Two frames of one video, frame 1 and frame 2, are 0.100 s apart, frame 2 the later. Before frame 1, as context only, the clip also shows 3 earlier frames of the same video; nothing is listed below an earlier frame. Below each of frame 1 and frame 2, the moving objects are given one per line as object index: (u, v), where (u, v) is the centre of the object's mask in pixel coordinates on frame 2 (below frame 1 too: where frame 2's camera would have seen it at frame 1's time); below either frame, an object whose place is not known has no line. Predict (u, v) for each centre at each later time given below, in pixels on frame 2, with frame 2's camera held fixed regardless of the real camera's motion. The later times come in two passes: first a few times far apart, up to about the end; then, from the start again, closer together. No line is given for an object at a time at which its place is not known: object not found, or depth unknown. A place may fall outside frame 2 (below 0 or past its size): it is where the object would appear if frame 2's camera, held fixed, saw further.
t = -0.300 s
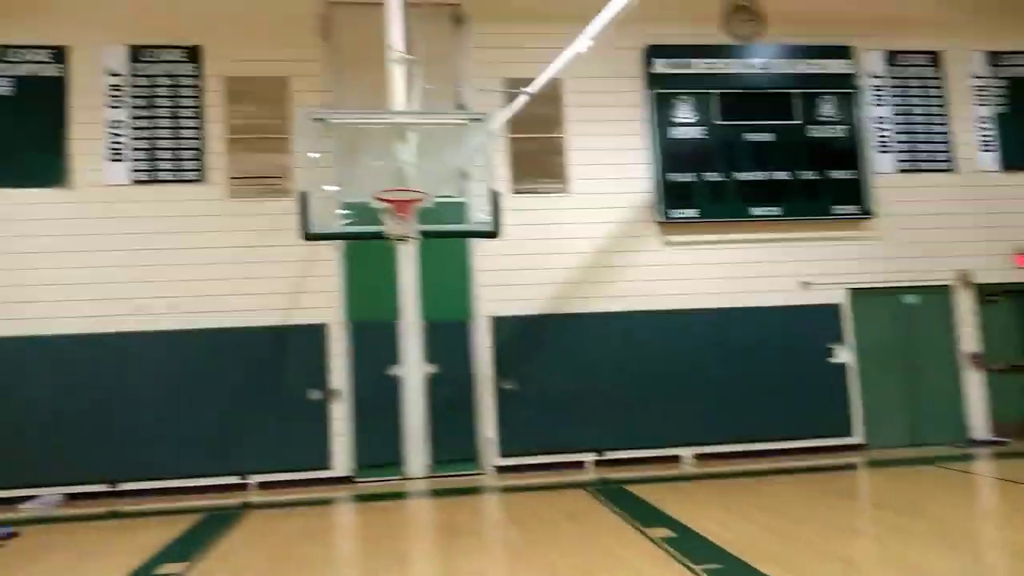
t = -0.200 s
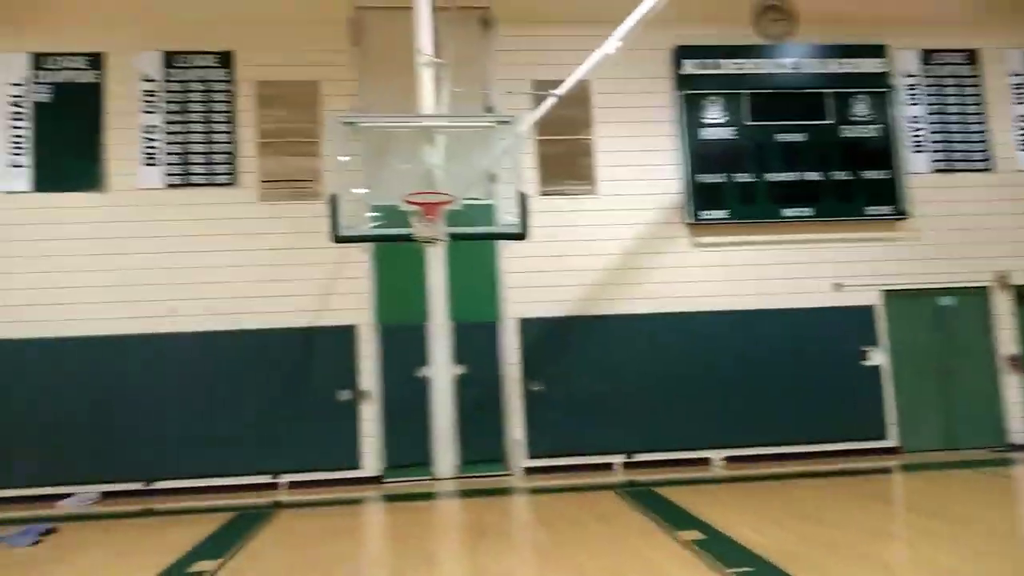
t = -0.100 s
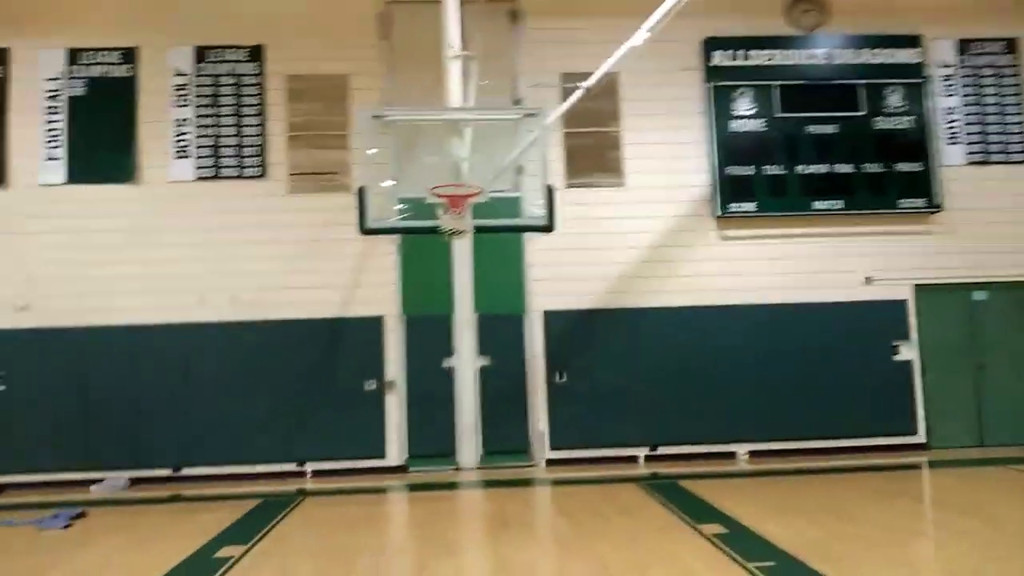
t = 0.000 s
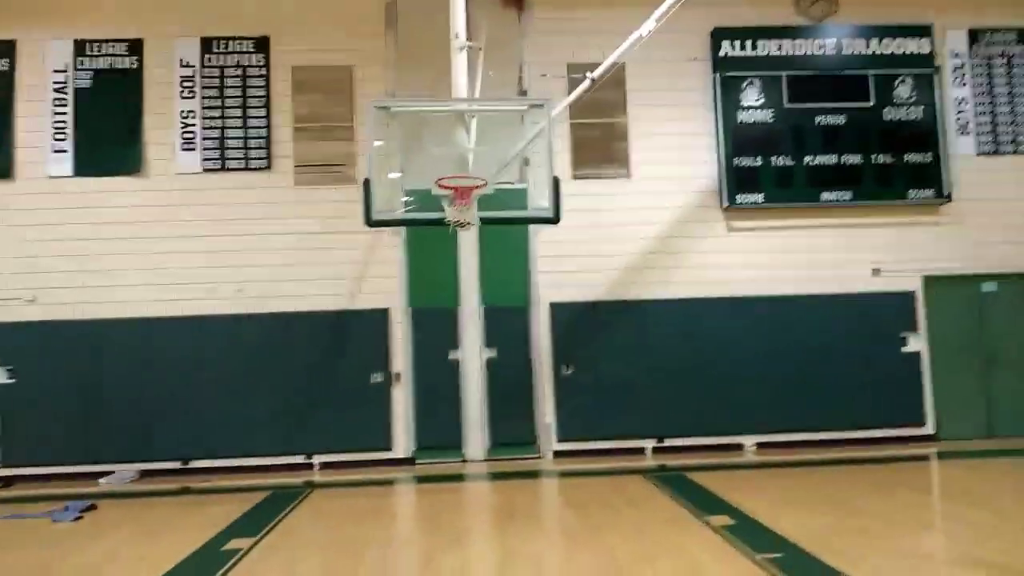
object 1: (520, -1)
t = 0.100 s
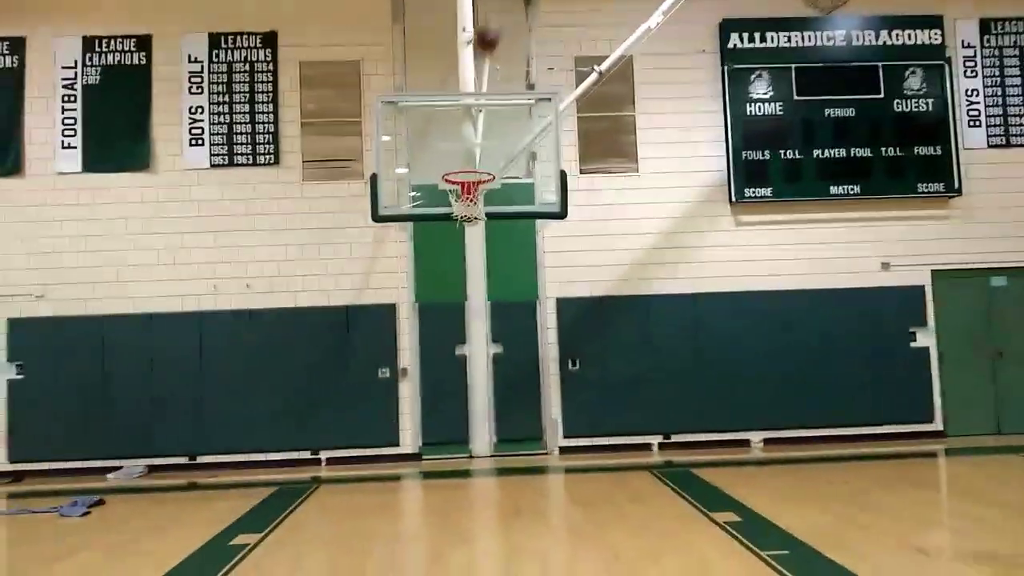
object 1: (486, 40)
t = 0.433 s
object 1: (401, 244)
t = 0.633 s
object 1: (367, 361)
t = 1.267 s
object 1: (278, 307)
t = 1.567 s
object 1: (226, 289)
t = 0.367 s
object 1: (411, 217)
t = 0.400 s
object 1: (406, 231)
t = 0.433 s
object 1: (401, 244)
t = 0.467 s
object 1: (396, 259)
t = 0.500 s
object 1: (390, 276)
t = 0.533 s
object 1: (385, 292)
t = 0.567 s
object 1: (378, 316)
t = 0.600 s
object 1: (373, 337)
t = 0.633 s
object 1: (367, 361)
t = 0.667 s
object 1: (360, 385)
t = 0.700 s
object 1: (356, 408)
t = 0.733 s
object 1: (351, 433)
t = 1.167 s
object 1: (293, 334)
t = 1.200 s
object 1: (288, 325)
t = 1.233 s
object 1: (284, 315)
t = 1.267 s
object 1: (278, 307)
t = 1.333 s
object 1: (267, 292)
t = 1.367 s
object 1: (262, 288)
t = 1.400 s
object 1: (257, 284)
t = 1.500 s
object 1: (239, 283)
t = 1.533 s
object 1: (233, 285)
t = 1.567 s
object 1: (226, 289)
